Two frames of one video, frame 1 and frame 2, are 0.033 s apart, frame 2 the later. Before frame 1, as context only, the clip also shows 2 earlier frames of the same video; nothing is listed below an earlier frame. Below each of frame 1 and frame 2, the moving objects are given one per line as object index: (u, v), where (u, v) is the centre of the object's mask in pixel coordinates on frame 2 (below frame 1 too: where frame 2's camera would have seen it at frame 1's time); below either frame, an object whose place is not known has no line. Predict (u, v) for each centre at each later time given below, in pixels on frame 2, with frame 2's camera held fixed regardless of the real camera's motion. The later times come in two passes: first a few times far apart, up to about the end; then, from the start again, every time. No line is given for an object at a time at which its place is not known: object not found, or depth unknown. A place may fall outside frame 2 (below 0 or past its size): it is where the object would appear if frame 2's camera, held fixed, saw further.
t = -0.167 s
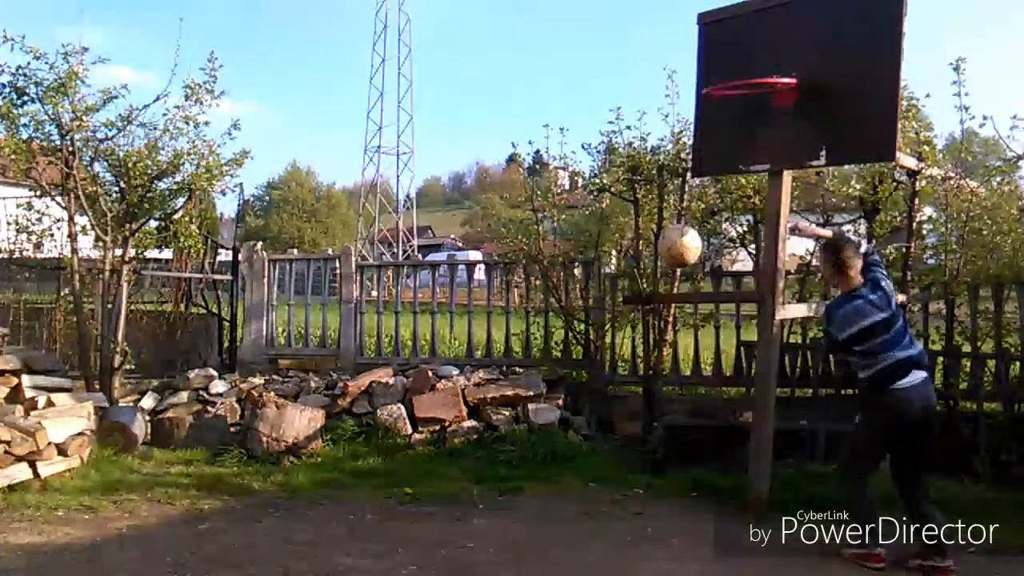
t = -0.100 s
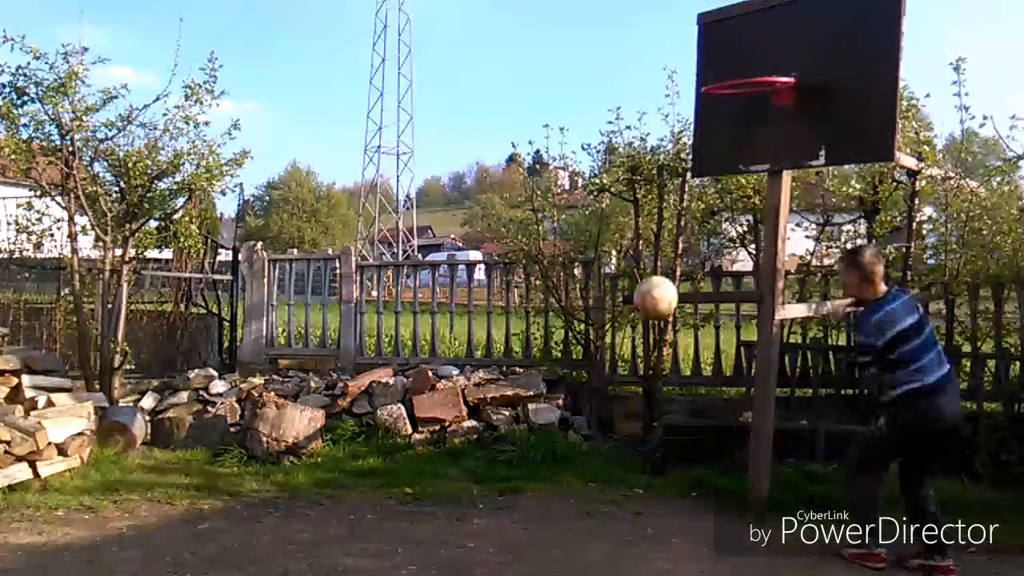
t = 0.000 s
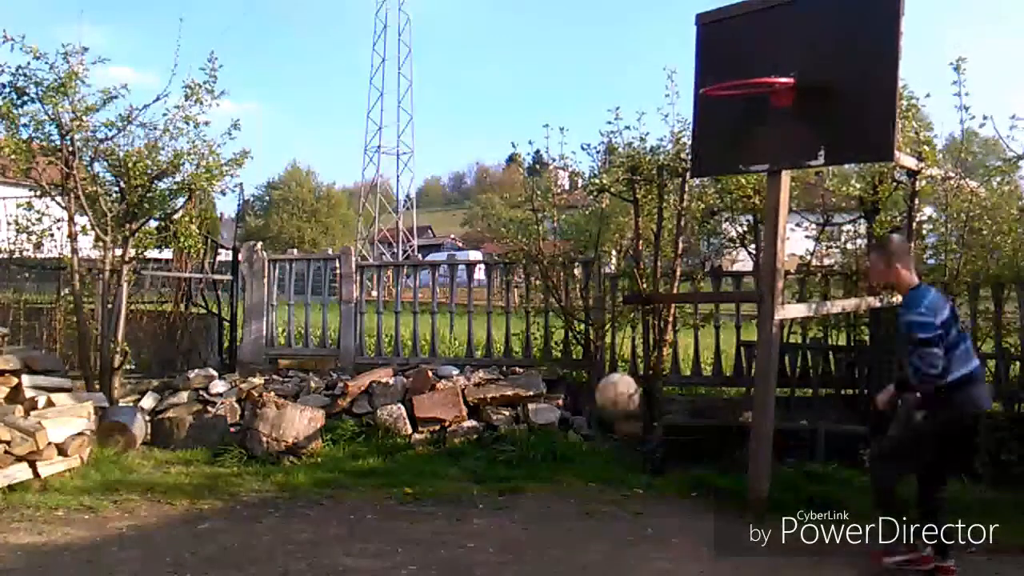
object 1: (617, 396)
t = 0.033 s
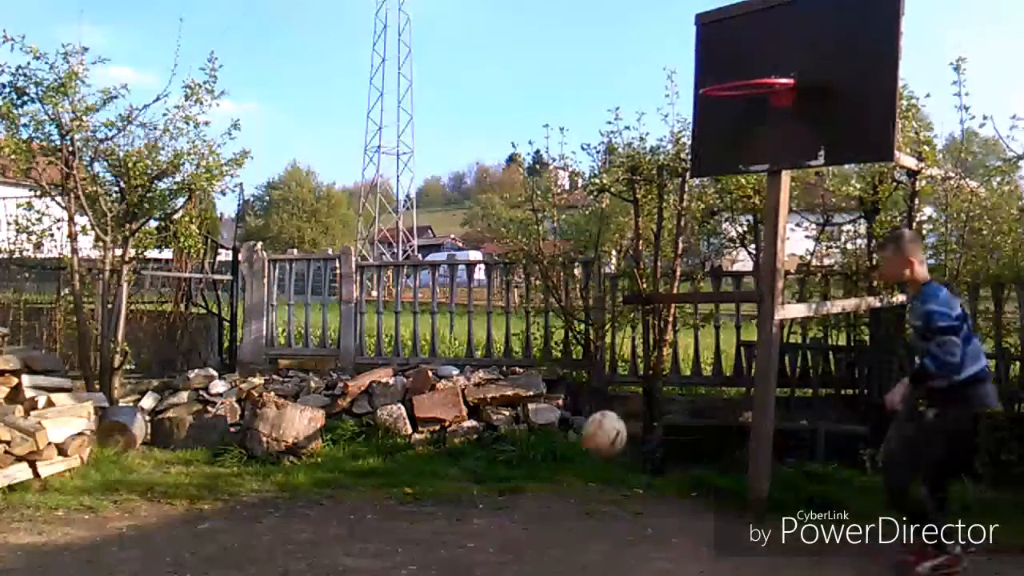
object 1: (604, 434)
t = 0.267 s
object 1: (540, 417)
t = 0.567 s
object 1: (461, 364)
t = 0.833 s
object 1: (373, 496)
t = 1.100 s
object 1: (275, 501)
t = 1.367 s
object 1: (152, 566)
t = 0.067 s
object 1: (592, 474)
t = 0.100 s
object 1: (577, 518)
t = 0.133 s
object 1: (572, 496)
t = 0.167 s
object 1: (564, 472)
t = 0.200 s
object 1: (556, 453)
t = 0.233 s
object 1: (549, 436)
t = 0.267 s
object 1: (540, 417)
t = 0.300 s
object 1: (534, 405)
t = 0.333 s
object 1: (524, 389)
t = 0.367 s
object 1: (515, 381)
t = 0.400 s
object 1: (508, 373)
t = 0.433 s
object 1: (498, 365)
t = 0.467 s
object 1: (489, 361)
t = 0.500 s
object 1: (481, 360)
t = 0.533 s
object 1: (471, 361)
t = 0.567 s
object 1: (461, 364)
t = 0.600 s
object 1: (450, 370)
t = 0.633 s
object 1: (439, 379)
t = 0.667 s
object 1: (430, 392)
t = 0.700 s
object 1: (419, 405)
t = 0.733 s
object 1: (407, 423)
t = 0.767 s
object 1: (396, 443)
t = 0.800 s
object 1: (384, 467)
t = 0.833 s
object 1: (373, 496)
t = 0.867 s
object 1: (359, 528)
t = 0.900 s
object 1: (347, 555)
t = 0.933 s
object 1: (336, 547)
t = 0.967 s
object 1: (324, 532)
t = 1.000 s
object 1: (312, 521)
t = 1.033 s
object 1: (300, 511)
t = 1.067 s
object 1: (287, 506)
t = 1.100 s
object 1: (275, 501)
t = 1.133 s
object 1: (261, 500)
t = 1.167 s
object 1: (246, 502)
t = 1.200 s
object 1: (233, 508)
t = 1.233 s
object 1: (217, 516)
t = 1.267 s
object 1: (201, 529)
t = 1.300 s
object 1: (185, 544)
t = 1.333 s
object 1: (169, 555)
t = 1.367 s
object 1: (152, 566)
